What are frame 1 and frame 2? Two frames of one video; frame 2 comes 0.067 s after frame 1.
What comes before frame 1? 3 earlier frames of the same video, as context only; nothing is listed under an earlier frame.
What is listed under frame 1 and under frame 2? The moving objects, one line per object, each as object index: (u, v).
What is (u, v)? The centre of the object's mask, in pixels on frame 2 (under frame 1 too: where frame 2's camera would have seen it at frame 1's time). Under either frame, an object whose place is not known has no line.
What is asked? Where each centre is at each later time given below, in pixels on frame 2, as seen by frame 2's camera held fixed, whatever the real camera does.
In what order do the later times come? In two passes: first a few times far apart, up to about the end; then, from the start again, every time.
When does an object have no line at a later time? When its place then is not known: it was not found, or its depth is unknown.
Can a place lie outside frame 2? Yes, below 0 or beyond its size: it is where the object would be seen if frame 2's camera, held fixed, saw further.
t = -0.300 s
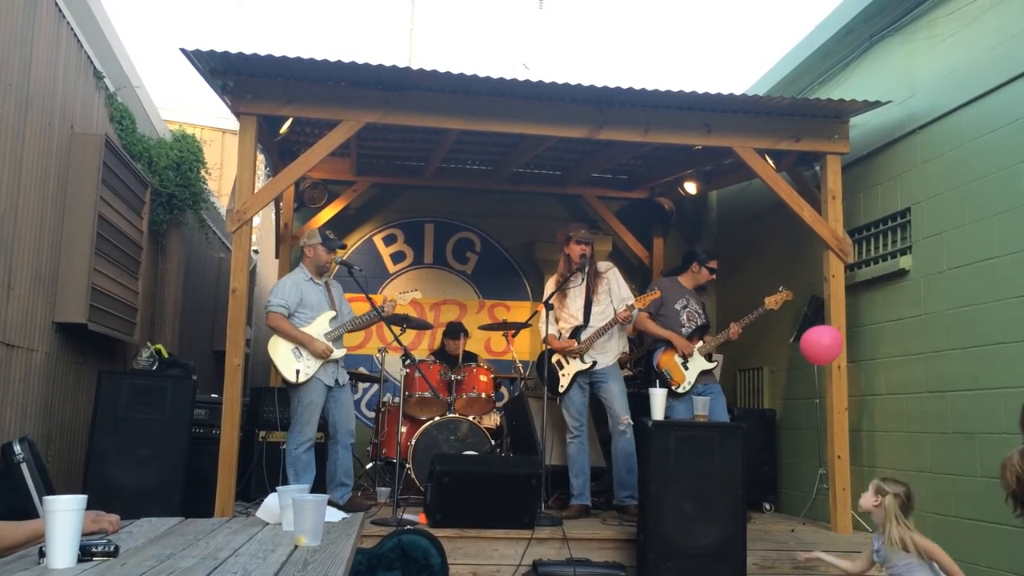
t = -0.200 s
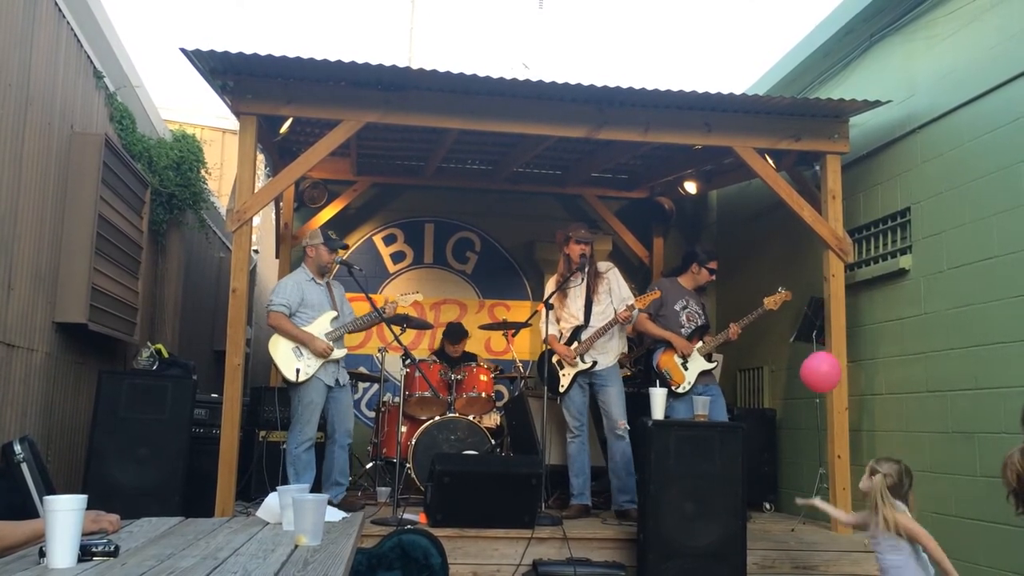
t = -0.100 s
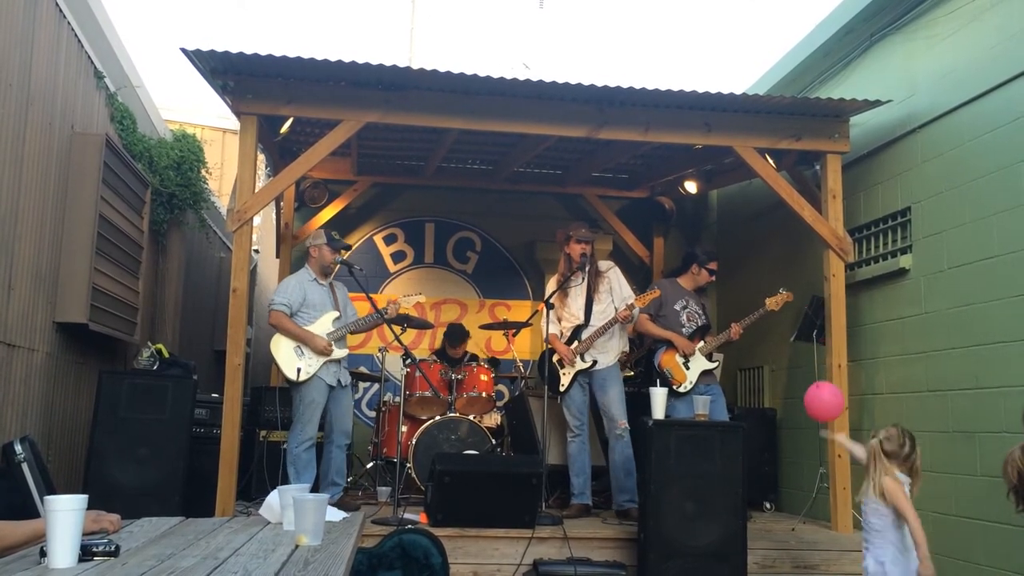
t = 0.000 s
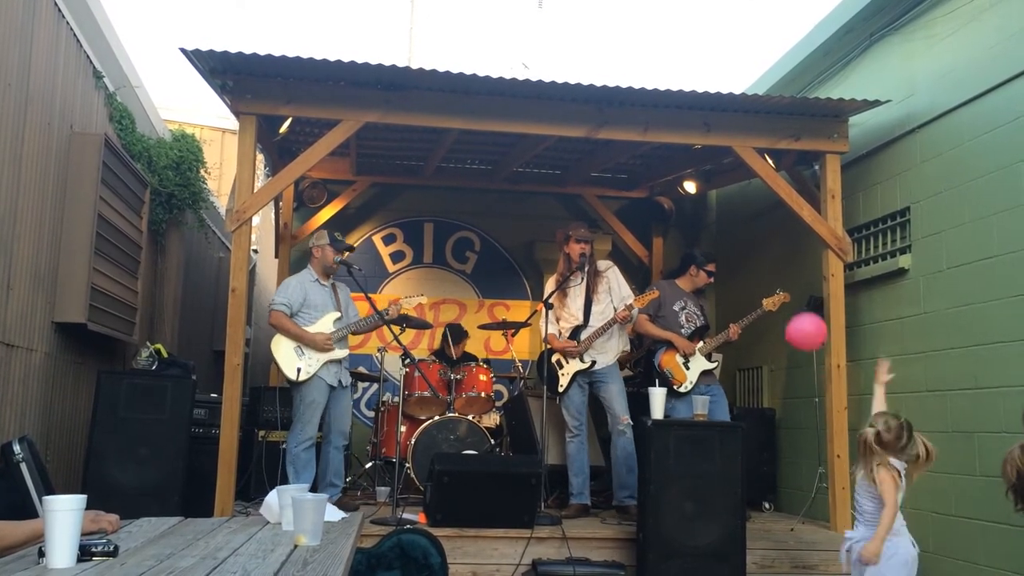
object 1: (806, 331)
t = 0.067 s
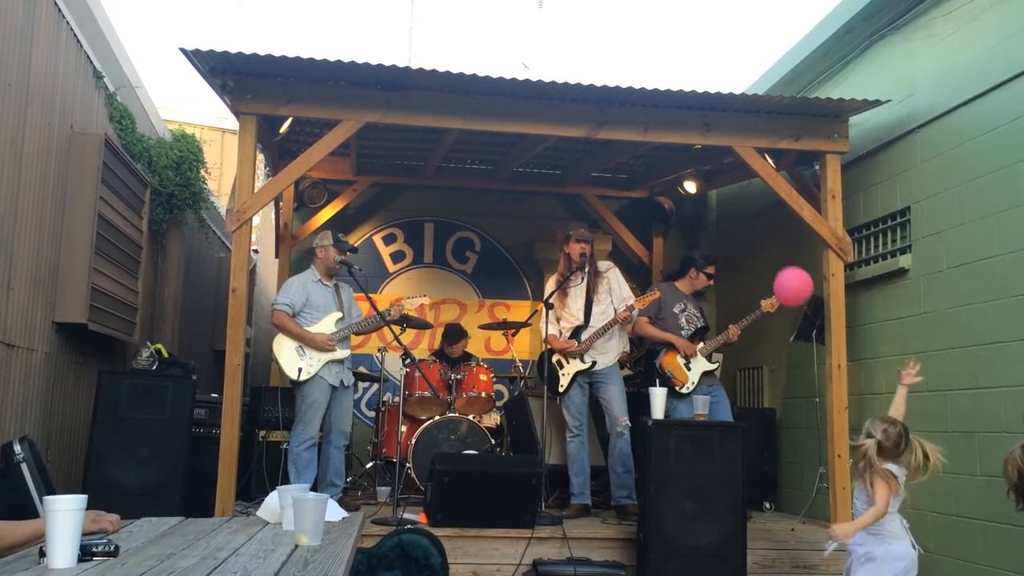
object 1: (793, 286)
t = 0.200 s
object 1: (774, 222)
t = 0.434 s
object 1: (764, 171)
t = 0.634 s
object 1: (760, 165)
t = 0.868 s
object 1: (754, 190)
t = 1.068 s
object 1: (754, 235)
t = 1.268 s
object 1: (760, 288)
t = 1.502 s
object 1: (775, 351)
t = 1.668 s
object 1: (784, 398)
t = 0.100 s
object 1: (787, 267)
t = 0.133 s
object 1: (782, 250)
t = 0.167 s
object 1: (778, 235)
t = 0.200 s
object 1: (774, 222)
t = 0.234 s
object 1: (771, 211)
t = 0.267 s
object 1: (770, 201)
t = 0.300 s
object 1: (768, 192)
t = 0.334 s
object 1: (766, 185)
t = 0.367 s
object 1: (765, 179)
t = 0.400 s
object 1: (765, 174)
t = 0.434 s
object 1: (764, 171)
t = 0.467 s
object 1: (763, 168)
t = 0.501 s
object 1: (763, 166)
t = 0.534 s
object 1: (763, 164)
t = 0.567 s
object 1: (762, 164)
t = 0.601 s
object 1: (762, 163)
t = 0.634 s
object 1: (760, 165)
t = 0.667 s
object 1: (759, 166)
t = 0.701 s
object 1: (758, 168)
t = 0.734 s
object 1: (757, 171)
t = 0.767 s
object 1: (756, 175)
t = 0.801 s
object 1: (756, 179)
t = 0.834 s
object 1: (755, 185)
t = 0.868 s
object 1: (754, 190)
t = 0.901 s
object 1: (754, 196)
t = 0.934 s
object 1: (754, 203)
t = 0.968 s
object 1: (754, 210)
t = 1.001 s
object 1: (754, 218)
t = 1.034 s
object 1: (754, 226)
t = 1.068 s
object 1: (754, 235)
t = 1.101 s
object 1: (755, 244)
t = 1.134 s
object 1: (755, 252)
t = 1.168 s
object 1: (756, 261)
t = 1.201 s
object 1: (758, 270)
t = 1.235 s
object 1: (759, 279)
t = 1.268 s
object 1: (760, 288)
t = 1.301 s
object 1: (762, 297)
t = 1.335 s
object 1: (764, 306)
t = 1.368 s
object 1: (766, 315)
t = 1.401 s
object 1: (768, 323)
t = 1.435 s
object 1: (771, 332)
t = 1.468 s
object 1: (773, 341)
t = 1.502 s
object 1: (775, 351)
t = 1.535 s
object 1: (777, 360)
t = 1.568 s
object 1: (779, 370)
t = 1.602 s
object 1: (781, 379)
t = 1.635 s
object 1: (783, 389)
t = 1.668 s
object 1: (784, 398)
